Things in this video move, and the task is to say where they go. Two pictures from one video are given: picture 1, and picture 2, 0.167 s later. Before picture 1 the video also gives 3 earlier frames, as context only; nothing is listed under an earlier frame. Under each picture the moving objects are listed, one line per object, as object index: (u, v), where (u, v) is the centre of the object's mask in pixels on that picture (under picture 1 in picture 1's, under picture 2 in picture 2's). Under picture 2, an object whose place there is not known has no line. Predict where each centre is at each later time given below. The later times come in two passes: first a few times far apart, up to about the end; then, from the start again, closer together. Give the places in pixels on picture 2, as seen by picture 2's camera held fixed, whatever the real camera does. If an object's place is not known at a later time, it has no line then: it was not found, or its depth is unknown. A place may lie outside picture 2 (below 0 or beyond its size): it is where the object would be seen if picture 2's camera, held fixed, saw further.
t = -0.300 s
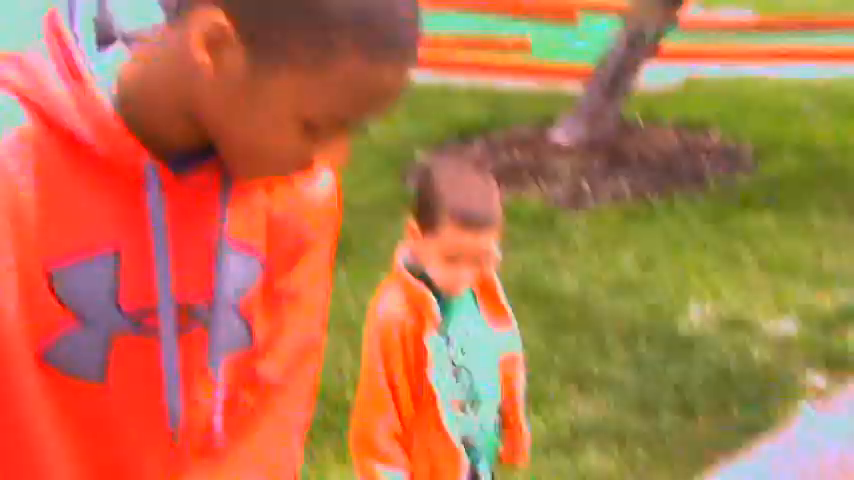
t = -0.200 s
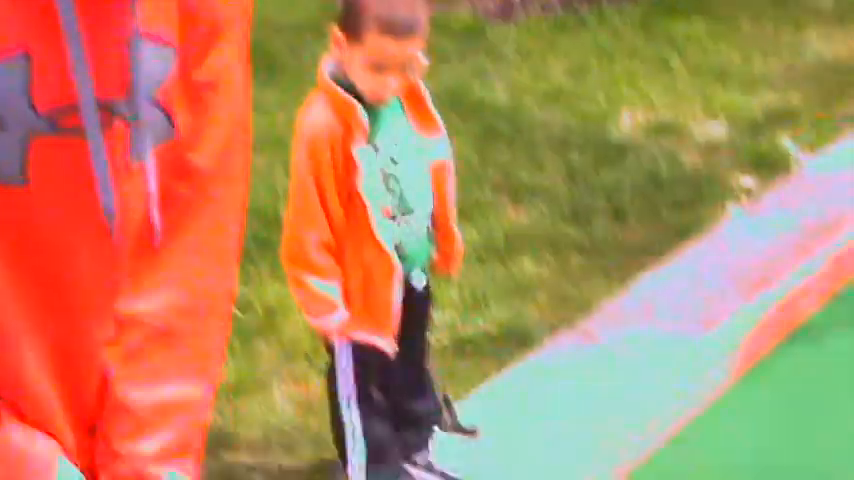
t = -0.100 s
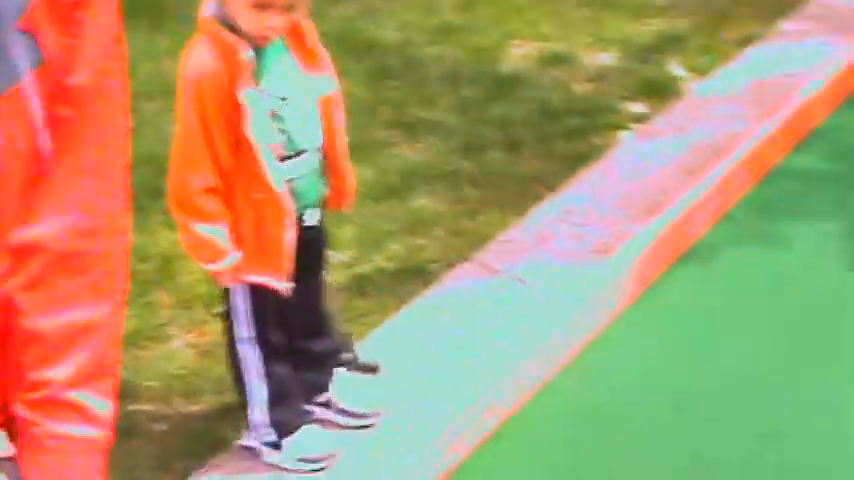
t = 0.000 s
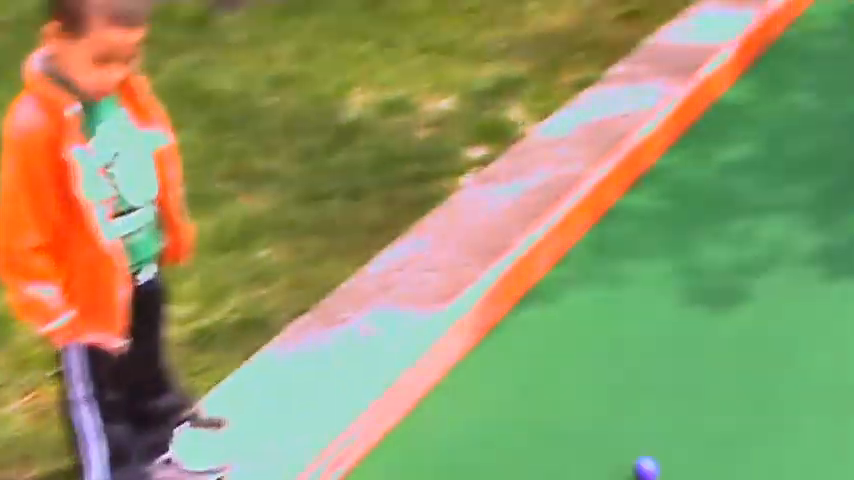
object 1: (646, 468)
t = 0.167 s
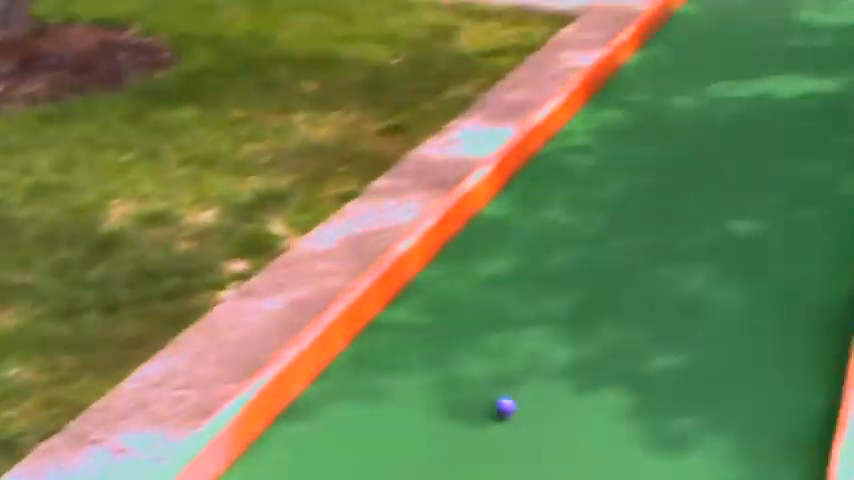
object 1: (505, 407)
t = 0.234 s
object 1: (532, 360)
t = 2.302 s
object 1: (741, -54)
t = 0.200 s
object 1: (519, 384)
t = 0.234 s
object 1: (532, 360)
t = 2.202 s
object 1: (742, -57)
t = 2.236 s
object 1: (742, -59)
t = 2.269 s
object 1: (741, -58)
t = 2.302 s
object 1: (741, -54)
